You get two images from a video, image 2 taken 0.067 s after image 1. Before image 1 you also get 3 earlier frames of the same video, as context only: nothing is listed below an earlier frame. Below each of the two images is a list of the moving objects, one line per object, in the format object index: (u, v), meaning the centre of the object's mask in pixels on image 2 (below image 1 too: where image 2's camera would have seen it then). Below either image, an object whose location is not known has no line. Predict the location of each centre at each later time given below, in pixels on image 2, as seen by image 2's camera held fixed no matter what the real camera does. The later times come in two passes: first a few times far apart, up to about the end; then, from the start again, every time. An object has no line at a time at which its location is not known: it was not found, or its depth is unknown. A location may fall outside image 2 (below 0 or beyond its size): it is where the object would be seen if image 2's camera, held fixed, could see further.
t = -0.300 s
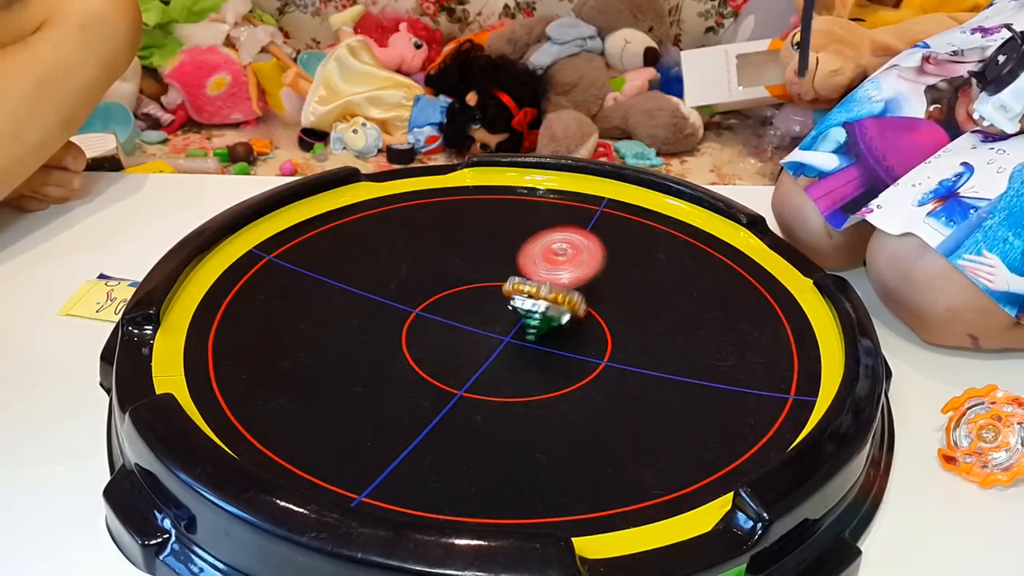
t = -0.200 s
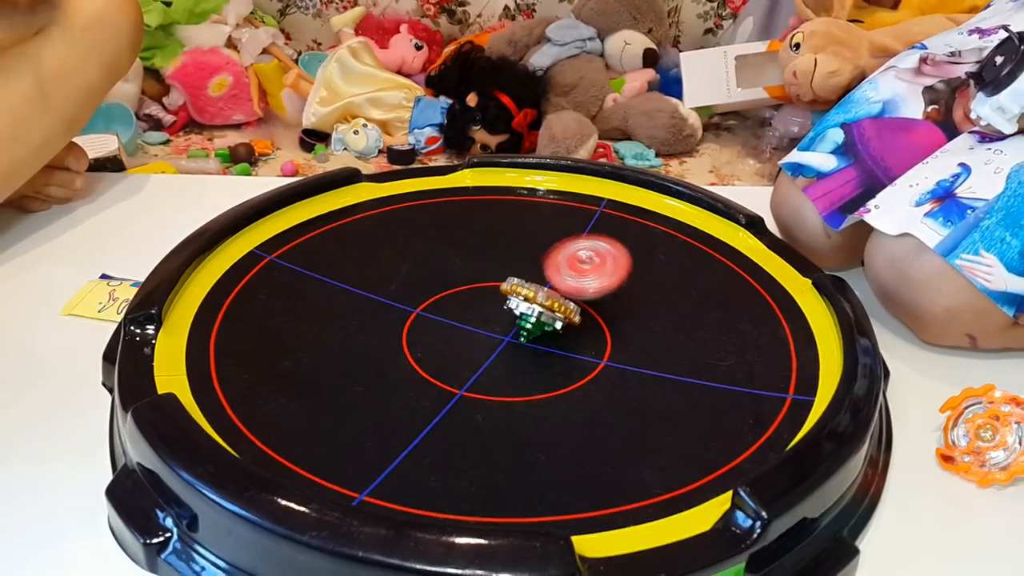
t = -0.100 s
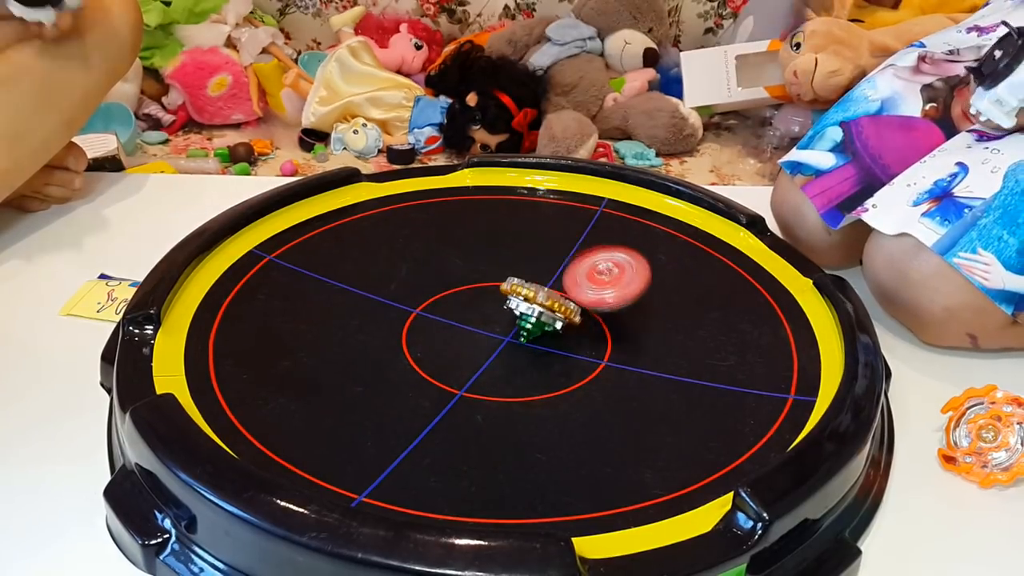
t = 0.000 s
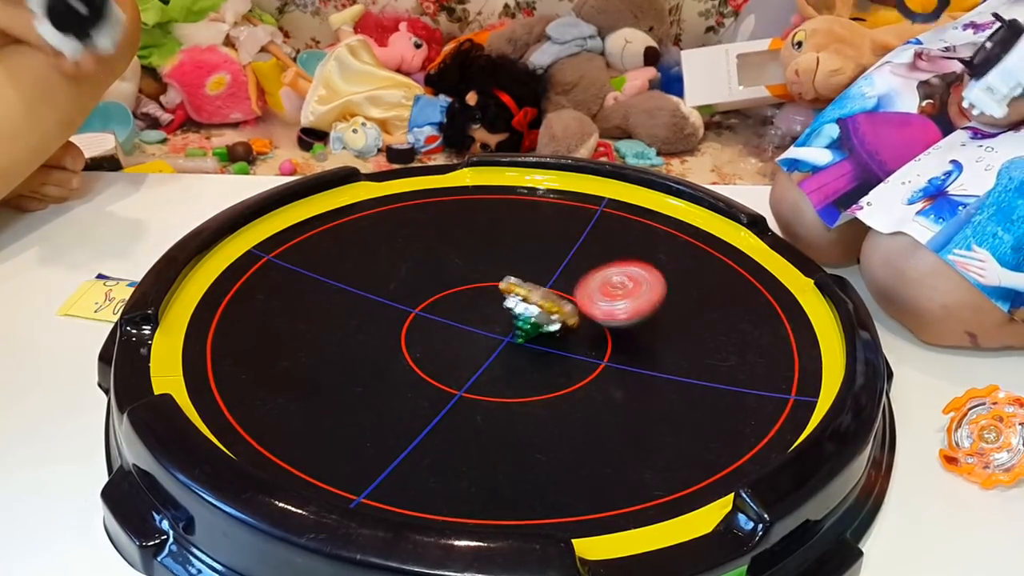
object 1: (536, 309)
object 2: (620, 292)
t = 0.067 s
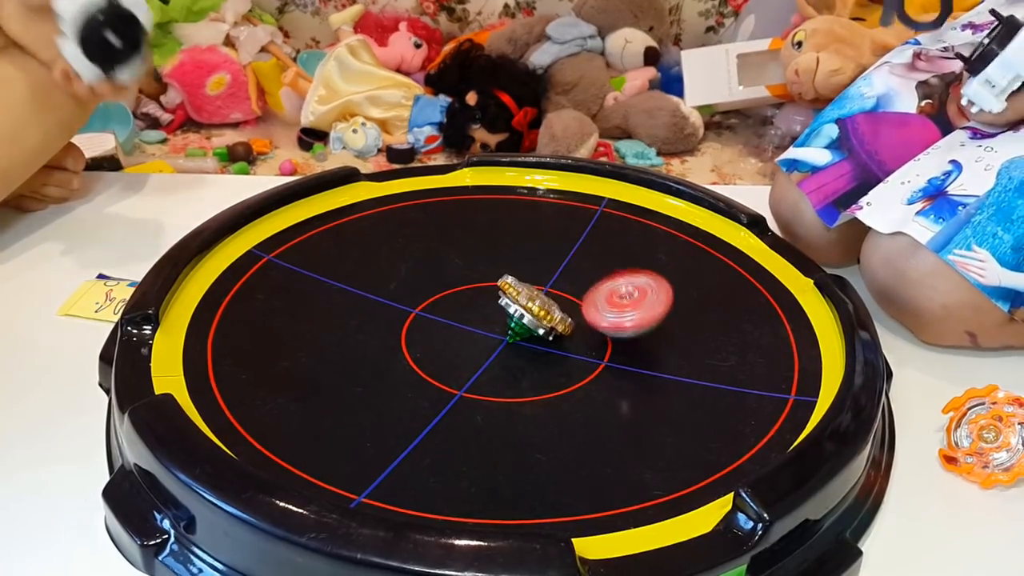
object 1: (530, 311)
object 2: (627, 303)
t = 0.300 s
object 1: (530, 312)
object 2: (618, 340)
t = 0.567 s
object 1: (530, 310)
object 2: (546, 360)
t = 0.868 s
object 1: (531, 311)
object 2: (465, 336)
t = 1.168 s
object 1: (536, 311)
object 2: (451, 288)
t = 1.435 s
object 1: (540, 313)
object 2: (491, 257)
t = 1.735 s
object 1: (540, 312)
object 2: (560, 255)
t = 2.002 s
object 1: (539, 312)
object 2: (602, 283)
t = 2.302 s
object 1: (530, 312)
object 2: (610, 323)
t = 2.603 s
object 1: (519, 307)
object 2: (569, 355)
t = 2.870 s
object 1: (520, 301)
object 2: (500, 347)
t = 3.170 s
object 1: (525, 306)
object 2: (453, 317)
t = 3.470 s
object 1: (542, 309)
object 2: (458, 281)
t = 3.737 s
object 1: (550, 312)
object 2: (491, 266)
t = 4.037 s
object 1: (559, 320)
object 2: (540, 257)
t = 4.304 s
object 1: (559, 324)
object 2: (571, 264)
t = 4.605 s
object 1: (557, 328)
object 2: (582, 267)
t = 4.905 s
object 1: (557, 329)
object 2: (559, 270)
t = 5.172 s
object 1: (558, 329)
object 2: (518, 275)
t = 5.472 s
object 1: (558, 329)
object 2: (478, 270)
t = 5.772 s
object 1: (558, 329)
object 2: (455, 272)
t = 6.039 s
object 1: (558, 329)
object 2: (458, 289)
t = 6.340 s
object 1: (558, 329)
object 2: (458, 311)
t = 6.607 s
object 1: (558, 329)
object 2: (447, 328)
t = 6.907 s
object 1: (558, 329)
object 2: (465, 338)
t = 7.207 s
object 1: (566, 328)
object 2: (470, 328)
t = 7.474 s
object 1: (575, 329)
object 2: (482, 323)
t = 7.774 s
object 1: (576, 329)
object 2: (491, 314)
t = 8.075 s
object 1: (576, 329)
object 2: (497, 302)
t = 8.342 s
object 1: (581, 332)
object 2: (512, 298)
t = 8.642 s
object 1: (583, 337)
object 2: (524, 302)
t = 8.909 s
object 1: (583, 338)
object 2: (528, 301)
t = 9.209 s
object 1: (583, 339)
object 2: (526, 301)
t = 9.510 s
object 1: (583, 339)
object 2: (524, 301)
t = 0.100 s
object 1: (530, 312)
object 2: (629, 308)
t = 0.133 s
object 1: (530, 312)
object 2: (630, 313)
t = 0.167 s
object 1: (530, 312)
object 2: (630, 319)
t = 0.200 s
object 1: (530, 312)
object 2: (628, 324)
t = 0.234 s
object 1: (530, 312)
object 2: (626, 330)
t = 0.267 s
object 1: (530, 312)
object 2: (622, 335)
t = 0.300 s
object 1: (530, 312)
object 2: (618, 340)
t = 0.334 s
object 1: (530, 311)
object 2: (612, 344)
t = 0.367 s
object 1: (530, 311)
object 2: (604, 348)
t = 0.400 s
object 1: (530, 311)
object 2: (597, 352)
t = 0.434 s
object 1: (530, 311)
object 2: (587, 356)
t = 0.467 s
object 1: (529, 311)
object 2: (578, 357)
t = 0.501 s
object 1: (529, 311)
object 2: (568, 359)
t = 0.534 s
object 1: (530, 310)
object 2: (556, 360)
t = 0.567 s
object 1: (530, 310)
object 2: (546, 360)
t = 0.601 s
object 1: (531, 309)
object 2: (534, 360)
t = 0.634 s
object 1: (531, 309)
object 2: (525, 359)
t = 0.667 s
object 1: (531, 309)
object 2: (514, 358)
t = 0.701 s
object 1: (532, 310)
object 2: (502, 355)
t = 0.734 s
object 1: (532, 310)
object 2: (495, 352)
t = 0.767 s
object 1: (532, 310)
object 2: (486, 349)
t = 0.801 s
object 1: (532, 311)
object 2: (477, 344)
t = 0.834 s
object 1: (532, 311)
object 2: (472, 340)
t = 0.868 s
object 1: (531, 311)
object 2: (465, 336)
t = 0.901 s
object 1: (531, 311)
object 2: (460, 331)
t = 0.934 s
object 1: (530, 312)
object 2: (456, 326)
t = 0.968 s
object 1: (530, 311)
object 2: (453, 321)
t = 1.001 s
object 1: (531, 312)
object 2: (451, 315)
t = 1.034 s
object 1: (531, 311)
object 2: (451, 310)
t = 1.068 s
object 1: (530, 312)
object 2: (451, 304)
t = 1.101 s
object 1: (532, 311)
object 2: (451, 299)
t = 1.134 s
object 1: (536, 311)
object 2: (450, 294)
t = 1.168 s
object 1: (536, 311)
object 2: (451, 288)
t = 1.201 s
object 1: (536, 311)
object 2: (454, 283)
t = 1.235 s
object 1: (536, 311)
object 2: (458, 279)
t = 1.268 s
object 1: (536, 311)
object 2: (462, 275)
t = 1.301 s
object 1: (537, 311)
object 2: (467, 271)
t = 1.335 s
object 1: (538, 312)
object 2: (472, 267)
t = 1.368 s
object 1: (539, 312)
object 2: (478, 264)
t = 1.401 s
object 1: (540, 312)
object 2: (484, 260)
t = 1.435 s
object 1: (540, 313)
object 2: (491, 257)
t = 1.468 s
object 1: (540, 313)
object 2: (498, 254)
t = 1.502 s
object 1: (540, 312)
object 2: (505, 252)
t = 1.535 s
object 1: (540, 312)
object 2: (512, 251)
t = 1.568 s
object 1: (540, 313)
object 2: (521, 250)
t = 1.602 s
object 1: (540, 312)
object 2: (529, 250)
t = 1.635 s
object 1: (540, 313)
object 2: (537, 250)
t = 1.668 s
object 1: (540, 312)
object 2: (546, 251)
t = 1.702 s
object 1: (540, 312)
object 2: (553, 252)
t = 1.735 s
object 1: (540, 312)
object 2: (560, 255)
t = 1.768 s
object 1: (540, 312)
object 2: (567, 257)
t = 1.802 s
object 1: (540, 312)
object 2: (574, 259)
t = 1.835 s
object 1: (540, 312)
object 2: (581, 263)
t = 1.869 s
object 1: (540, 312)
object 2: (586, 266)
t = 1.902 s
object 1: (540, 312)
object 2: (591, 269)
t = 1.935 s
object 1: (540, 312)
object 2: (596, 274)
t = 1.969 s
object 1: (540, 312)
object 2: (599, 278)
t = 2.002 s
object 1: (539, 312)
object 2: (602, 283)
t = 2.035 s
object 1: (534, 313)
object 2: (608, 287)
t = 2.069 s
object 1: (534, 313)
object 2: (612, 291)
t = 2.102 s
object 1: (534, 314)
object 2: (614, 296)
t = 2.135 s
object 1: (534, 313)
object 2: (616, 300)
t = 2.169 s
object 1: (533, 313)
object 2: (617, 304)
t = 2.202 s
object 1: (533, 313)
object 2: (617, 309)
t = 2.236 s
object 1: (533, 313)
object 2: (615, 314)
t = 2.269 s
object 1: (532, 313)
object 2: (612, 319)
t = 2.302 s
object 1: (530, 312)
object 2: (610, 323)
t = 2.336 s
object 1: (527, 310)
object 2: (612, 328)
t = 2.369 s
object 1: (523, 309)
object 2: (609, 334)
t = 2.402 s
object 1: (521, 309)
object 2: (606, 338)
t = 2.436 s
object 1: (520, 310)
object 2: (603, 342)
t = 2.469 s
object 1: (520, 310)
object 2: (598, 345)
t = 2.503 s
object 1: (520, 309)
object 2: (592, 349)
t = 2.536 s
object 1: (520, 308)
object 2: (586, 352)
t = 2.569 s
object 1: (520, 308)
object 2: (578, 354)
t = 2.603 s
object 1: (519, 307)
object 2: (569, 355)
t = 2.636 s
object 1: (518, 306)
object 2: (561, 356)
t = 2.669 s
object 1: (518, 305)
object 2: (552, 356)
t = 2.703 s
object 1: (518, 305)
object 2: (544, 355)
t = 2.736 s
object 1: (518, 304)
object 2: (535, 354)
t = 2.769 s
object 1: (519, 302)
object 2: (526, 353)
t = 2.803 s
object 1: (519, 300)
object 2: (517, 351)
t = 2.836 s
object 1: (519, 300)
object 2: (509, 349)
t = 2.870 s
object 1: (520, 301)
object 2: (500, 347)
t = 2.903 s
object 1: (521, 302)
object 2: (491, 345)
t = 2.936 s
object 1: (522, 304)
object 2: (483, 343)
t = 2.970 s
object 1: (522, 305)
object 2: (477, 340)
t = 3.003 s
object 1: (522, 305)
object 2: (471, 337)
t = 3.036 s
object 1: (522, 306)
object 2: (466, 334)
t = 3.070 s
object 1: (522, 306)
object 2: (462, 330)
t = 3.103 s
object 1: (523, 306)
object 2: (459, 326)
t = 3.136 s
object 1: (523, 307)
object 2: (455, 322)
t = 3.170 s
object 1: (525, 306)
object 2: (453, 317)
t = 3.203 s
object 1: (526, 307)
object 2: (451, 312)
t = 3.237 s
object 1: (526, 307)
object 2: (451, 308)
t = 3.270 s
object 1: (528, 307)
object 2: (452, 305)
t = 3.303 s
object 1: (528, 308)
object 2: (453, 301)
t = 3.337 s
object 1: (530, 308)
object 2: (454, 297)
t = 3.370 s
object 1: (533, 308)
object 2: (455, 293)
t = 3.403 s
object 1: (535, 307)
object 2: (457, 289)
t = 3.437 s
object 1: (536, 308)
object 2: (459, 286)
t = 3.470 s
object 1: (542, 309)
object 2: (458, 281)
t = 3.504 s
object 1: (545, 310)
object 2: (460, 277)
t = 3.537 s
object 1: (544, 310)
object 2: (465, 274)
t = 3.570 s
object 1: (545, 310)
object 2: (469, 273)
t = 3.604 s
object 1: (544, 310)
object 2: (473, 271)
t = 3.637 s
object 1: (545, 310)
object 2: (477, 269)
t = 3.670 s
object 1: (545, 310)
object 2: (482, 268)
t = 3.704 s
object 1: (549, 311)
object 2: (486, 267)
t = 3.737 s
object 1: (550, 312)
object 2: (491, 266)
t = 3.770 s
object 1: (551, 313)
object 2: (497, 265)
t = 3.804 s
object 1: (553, 313)
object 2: (503, 265)
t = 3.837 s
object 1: (554, 314)
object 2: (508, 263)
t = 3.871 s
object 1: (555, 315)
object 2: (515, 262)
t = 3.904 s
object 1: (558, 318)
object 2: (520, 261)
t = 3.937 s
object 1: (559, 320)
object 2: (527, 260)
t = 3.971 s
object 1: (560, 320)
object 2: (532, 259)
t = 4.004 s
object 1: (560, 320)
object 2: (535, 258)
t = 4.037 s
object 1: (559, 320)
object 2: (540, 257)
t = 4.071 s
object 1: (559, 320)
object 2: (544, 259)
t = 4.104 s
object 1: (560, 320)
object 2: (549, 260)
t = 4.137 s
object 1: (560, 320)
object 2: (553, 260)
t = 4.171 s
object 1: (560, 322)
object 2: (557, 261)
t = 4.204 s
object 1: (559, 322)
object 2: (562, 262)
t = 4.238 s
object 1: (559, 323)
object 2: (565, 262)
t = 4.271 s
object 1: (559, 324)
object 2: (568, 264)
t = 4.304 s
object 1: (559, 324)
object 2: (571, 264)
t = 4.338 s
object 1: (559, 324)
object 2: (573, 264)
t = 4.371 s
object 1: (559, 324)
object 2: (576, 265)
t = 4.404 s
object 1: (558, 325)
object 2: (578, 266)
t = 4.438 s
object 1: (556, 326)
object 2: (579, 267)
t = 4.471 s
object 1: (556, 326)
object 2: (581, 268)
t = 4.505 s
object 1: (558, 326)
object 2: (581, 268)
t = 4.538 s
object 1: (558, 327)
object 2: (584, 268)
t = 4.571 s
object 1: (557, 328)
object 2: (584, 268)
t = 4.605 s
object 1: (557, 328)
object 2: (582, 267)
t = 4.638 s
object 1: (557, 328)
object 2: (581, 267)
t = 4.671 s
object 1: (557, 328)
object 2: (580, 267)
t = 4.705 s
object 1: (558, 328)
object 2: (577, 266)
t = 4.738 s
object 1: (558, 328)
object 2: (575, 267)
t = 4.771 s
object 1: (557, 328)
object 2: (573, 267)
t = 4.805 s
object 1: (557, 328)
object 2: (570, 268)
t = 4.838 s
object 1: (557, 328)
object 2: (567, 269)
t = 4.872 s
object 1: (557, 328)
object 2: (563, 270)
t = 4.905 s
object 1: (557, 329)
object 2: (559, 270)
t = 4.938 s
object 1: (558, 329)
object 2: (553, 271)
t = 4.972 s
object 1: (558, 329)
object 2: (548, 271)
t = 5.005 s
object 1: (558, 329)
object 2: (541, 272)
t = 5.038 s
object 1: (558, 329)
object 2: (537, 272)
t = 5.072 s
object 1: (558, 329)
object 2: (532, 273)
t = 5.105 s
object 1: (558, 329)
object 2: (527, 274)
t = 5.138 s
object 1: (558, 329)
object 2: (522, 274)
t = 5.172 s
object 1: (558, 329)
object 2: (518, 275)
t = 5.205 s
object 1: (558, 329)
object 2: (514, 275)
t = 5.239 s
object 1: (558, 329)
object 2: (510, 274)
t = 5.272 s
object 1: (558, 329)
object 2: (505, 274)
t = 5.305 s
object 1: (558, 329)
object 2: (501, 274)
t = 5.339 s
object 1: (558, 329)
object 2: (497, 274)
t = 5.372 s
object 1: (558, 329)
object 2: (492, 272)
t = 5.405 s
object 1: (558, 329)
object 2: (487, 271)
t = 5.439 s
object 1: (558, 329)
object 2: (483, 271)
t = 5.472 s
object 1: (558, 329)
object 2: (478, 270)
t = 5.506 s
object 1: (558, 329)
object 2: (475, 269)
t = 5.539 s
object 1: (558, 329)
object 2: (470, 269)
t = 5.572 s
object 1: (558, 329)
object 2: (467, 269)
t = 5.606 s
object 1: (558, 329)
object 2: (465, 269)
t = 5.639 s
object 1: (558, 329)
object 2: (461, 269)
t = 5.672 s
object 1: (558, 329)
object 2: (459, 270)
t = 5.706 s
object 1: (558, 329)
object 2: (457, 271)
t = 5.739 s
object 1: (558, 329)
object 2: (455, 271)
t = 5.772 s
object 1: (558, 329)
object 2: (455, 272)
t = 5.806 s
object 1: (558, 329)
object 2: (453, 274)
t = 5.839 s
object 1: (558, 329)
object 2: (453, 275)
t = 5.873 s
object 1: (558, 329)
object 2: (454, 277)
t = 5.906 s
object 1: (558, 329)
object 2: (453, 279)
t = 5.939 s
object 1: (558, 329)
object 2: (454, 282)
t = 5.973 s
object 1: (558, 329)
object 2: (456, 284)
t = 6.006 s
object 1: (558, 329)
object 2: (457, 286)
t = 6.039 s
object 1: (558, 329)
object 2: (458, 289)
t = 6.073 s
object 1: (558, 329)
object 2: (460, 291)
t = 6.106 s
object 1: (558, 329)
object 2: (461, 293)
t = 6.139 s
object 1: (558, 329)
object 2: (461, 296)
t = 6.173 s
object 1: (558, 329)
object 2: (460, 299)
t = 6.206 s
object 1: (558, 329)
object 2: (460, 300)
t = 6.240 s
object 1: (558, 329)
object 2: (461, 302)
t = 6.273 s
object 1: (558, 329)
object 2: (459, 306)
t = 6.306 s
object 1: (558, 329)
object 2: (458, 309)
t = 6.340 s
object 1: (558, 329)
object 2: (458, 311)
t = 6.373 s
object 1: (558, 329)
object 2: (455, 313)
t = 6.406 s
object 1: (558, 329)
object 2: (454, 315)
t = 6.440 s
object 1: (558, 329)
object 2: (454, 318)
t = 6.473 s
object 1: (558, 329)
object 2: (451, 320)
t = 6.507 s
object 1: (558, 329)
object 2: (449, 322)
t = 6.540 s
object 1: (558, 329)
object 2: (449, 325)
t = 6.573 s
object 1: (558, 329)
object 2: (448, 327)
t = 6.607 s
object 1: (558, 329)
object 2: (447, 328)
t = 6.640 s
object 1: (558, 329)
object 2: (447, 331)
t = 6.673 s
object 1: (558, 329)
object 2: (447, 332)
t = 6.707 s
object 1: (558, 329)
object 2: (450, 334)
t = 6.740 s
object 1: (558, 329)
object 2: (450, 335)
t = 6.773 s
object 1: (558, 329)
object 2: (452, 336)
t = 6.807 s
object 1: (558, 329)
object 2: (456, 337)
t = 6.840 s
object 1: (558, 329)
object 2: (457, 337)
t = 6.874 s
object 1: (558, 329)
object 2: (460, 338)
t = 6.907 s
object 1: (558, 329)
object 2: (465, 338)
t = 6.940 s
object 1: (558, 329)
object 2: (468, 337)
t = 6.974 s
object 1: (559, 329)
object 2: (471, 337)
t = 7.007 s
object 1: (562, 328)
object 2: (471, 336)
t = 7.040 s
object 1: (566, 328)
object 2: (469, 335)
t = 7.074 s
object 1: (567, 328)
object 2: (469, 334)
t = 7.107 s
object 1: (566, 328)
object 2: (470, 334)
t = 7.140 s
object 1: (566, 328)
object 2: (469, 332)
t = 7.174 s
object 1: (566, 328)
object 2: (467, 331)
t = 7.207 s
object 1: (566, 328)
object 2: (470, 328)
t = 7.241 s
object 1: (566, 328)
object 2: (474, 326)
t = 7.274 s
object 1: (566, 328)
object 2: (477, 327)
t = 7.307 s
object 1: (566, 328)
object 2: (480, 328)
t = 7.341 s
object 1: (567, 328)
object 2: (477, 327)
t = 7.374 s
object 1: (567, 328)
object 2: (475, 326)
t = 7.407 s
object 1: (567, 328)
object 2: (479, 323)
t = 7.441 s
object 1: (571, 328)
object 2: (480, 323)
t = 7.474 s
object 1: (575, 329)
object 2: (482, 323)
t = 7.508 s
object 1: (575, 329)
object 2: (482, 321)
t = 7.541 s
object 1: (575, 329)
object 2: (483, 321)
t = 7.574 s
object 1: (575, 329)
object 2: (485, 320)
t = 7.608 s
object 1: (575, 329)
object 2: (484, 319)
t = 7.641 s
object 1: (575, 329)
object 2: (488, 318)
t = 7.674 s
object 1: (575, 329)
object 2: (489, 317)
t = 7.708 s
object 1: (575, 329)
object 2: (489, 317)
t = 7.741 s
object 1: (575, 329)
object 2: (491, 315)
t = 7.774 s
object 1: (576, 329)
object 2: (491, 314)
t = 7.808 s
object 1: (576, 329)
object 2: (492, 313)
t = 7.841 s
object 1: (576, 329)
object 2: (492, 311)
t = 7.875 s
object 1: (576, 329)
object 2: (492, 310)
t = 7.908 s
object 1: (576, 329)
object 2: (492, 308)
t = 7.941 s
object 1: (576, 329)
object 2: (491, 306)
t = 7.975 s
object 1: (576, 329)
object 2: (494, 304)
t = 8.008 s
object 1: (576, 329)
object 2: (495, 303)
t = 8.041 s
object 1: (576, 329)
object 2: (497, 303)
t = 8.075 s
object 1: (576, 329)
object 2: (497, 302)
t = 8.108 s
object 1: (576, 329)
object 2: (496, 302)
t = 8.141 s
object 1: (576, 329)
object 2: (499, 301)
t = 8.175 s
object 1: (576, 329)
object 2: (500, 301)
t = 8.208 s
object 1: (577, 329)
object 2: (504, 301)
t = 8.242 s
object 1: (580, 331)
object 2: (502, 300)
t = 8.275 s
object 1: (581, 332)
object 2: (504, 297)
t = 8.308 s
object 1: (581, 332)
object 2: (505, 296)
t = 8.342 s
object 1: (581, 332)
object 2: (512, 298)
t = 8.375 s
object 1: (581, 332)
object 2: (518, 300)
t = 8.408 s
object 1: (581, 332)
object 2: (519, 303)
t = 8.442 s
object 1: (584, 333)
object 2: (519, 304)
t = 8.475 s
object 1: (584, 335)
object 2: (518, 304)
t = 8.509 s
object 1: (584, 336)
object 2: (518, 303)
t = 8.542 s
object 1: (584, 335)
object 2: (519, 304)
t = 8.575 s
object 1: (583, 337)
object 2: (520, 304)
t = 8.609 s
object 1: (583, 338)
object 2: (522, 302)
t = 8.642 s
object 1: (583, 337)
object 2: (524, 302)
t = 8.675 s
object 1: (583, 338)
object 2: (526, 303)
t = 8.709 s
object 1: (583, 338)
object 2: (528, 303)
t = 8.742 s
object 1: (583, 339)
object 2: (530, 301)
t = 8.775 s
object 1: (583, 339)
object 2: (530, 301)
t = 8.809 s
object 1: (583, 339)
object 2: (530, 301)
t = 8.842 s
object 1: (583, 339)
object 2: (529, 301)
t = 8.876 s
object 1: (583, 339)
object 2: (529, 301)
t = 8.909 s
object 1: (583, 338)
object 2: (528, 301)
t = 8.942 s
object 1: (583, 338)
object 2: (527, 301)
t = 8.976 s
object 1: (583, 339)
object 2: (525, 301)
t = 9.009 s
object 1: (583, 338)
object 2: (523, 300)
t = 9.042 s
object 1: (583, 338)
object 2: (523, 299)
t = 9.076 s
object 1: (583, 338)
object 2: (523, 299)
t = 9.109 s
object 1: (583, 338)
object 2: (523, 300)
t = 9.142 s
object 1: (583, 339)
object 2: (524, 300)
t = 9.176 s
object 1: (583, 339)
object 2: (525, 301)
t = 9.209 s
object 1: (583, 339)
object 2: (526, 301)
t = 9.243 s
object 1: (583, 339)
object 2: (526, 301)
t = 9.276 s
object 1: (583, 339)
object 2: (524, 301)
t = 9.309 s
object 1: (583, 339)
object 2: (524, 300)
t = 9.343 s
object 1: (583, 339)
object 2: (524, 300)
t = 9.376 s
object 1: (583, 339)
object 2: (525, 301)
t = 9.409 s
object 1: (583, 339)
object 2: (525, 301)
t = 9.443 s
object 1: (583, 339)
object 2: (524, 301)
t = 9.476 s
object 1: (583, 339)
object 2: (524, 301)
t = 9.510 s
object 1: (583, 339)
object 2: (524, 301)
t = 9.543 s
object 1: (583, 339)
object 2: (524, 301)
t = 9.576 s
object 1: (583, 339)
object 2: (524, 301)
